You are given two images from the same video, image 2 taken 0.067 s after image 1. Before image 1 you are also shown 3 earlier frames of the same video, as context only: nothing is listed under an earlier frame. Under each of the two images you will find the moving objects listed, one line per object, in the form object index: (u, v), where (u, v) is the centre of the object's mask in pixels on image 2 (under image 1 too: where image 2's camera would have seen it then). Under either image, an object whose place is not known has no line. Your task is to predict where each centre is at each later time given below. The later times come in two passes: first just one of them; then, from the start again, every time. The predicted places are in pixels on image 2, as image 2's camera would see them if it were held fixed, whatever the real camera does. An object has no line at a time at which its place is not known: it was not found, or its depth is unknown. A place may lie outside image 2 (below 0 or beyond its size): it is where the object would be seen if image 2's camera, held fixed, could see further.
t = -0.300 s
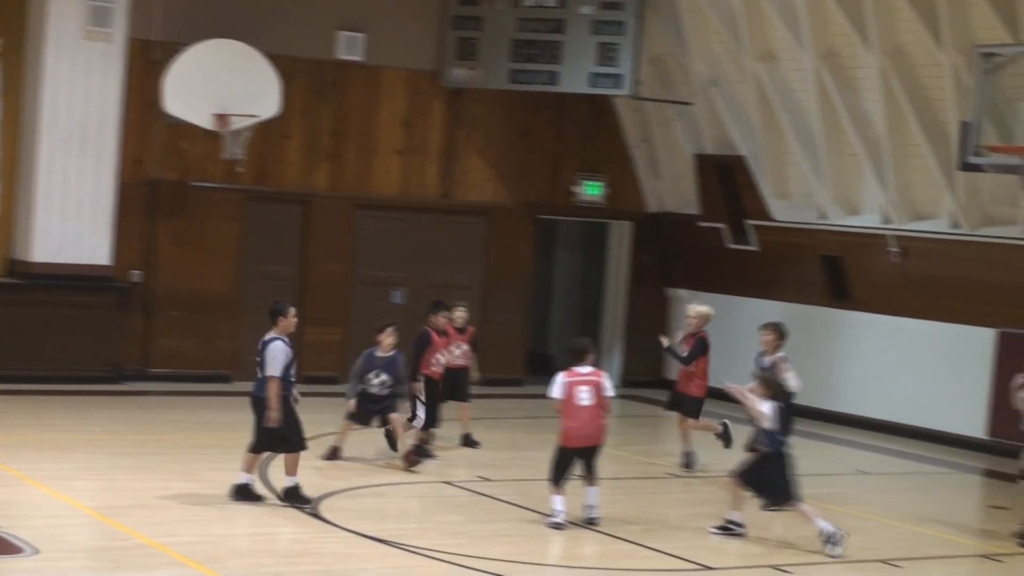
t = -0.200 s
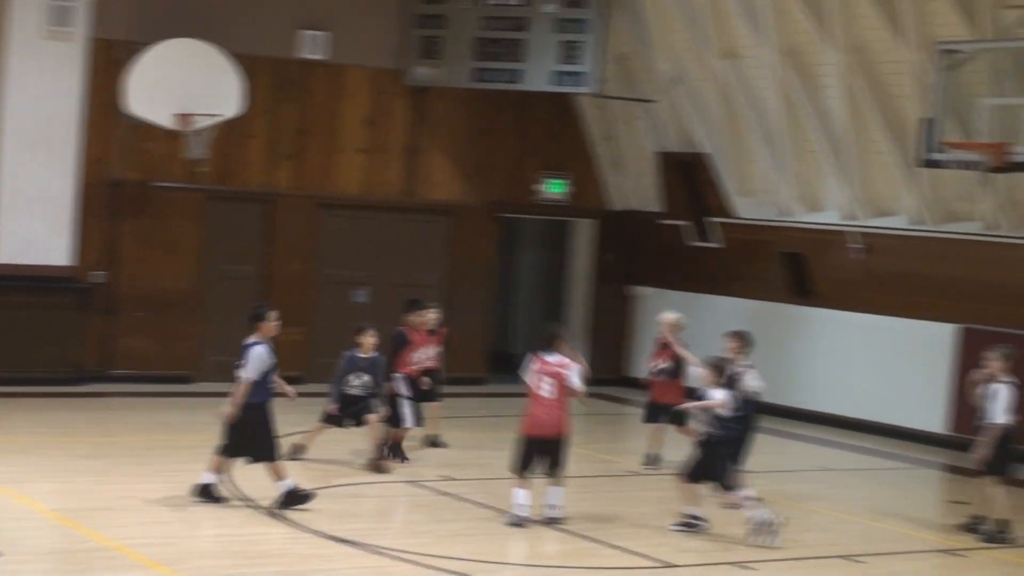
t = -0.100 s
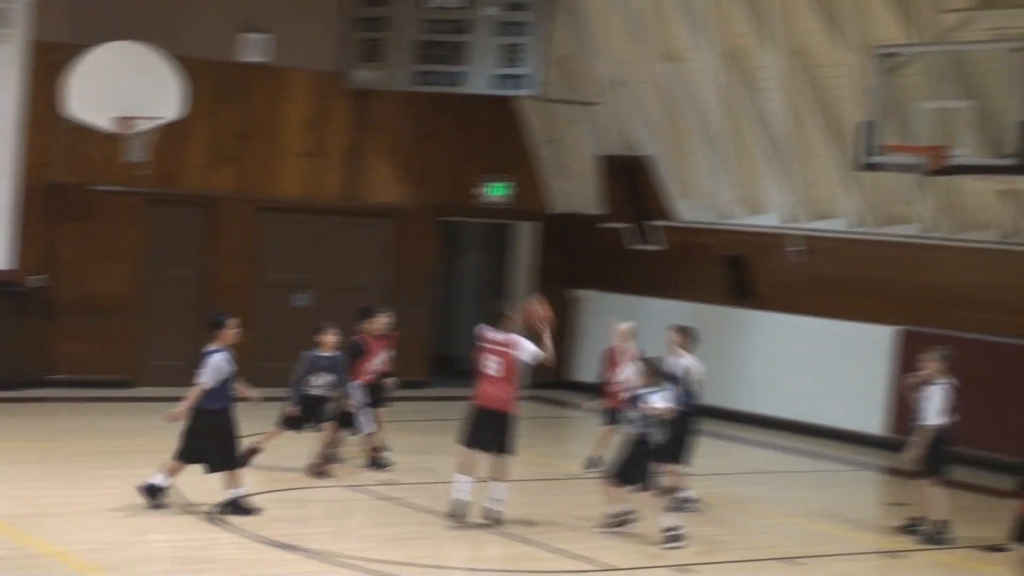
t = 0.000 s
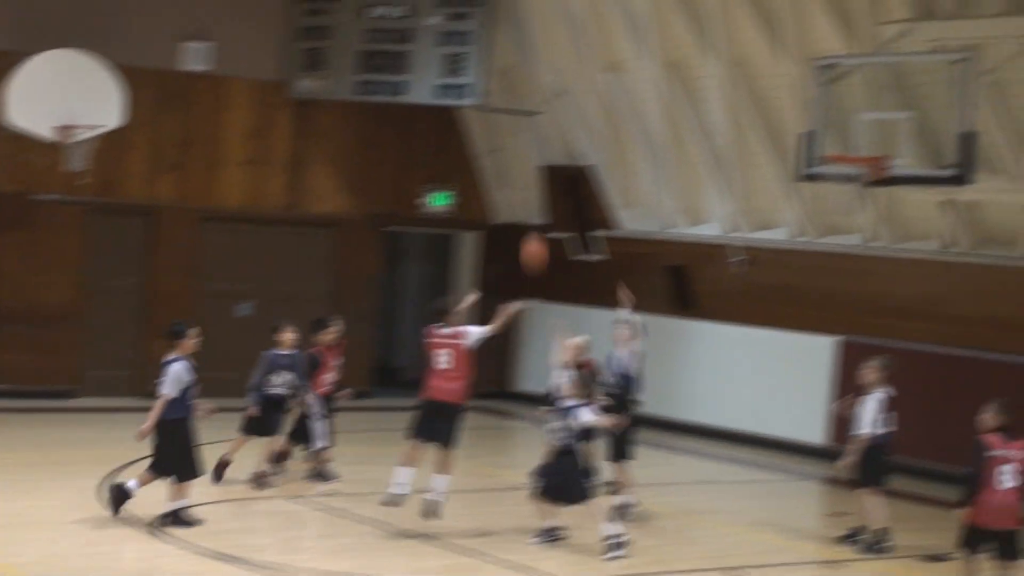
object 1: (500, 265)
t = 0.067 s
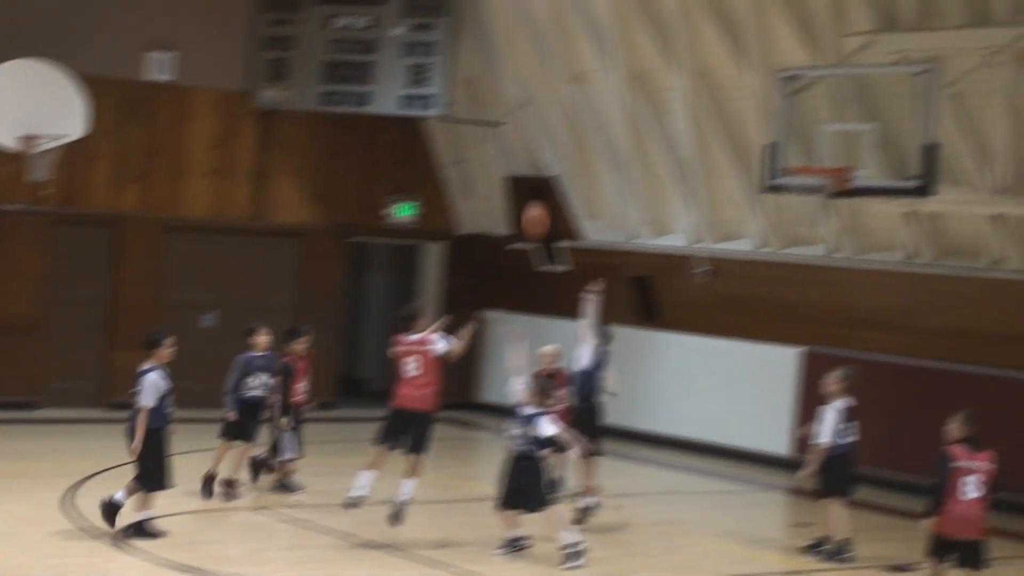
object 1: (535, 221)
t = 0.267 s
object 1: (638, 129)
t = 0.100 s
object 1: (552, 201)
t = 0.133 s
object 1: (571, 183)
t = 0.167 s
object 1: (588, 168)
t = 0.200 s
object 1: (605, 153)
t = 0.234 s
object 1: (622, 141)
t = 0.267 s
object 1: (638, 129)
